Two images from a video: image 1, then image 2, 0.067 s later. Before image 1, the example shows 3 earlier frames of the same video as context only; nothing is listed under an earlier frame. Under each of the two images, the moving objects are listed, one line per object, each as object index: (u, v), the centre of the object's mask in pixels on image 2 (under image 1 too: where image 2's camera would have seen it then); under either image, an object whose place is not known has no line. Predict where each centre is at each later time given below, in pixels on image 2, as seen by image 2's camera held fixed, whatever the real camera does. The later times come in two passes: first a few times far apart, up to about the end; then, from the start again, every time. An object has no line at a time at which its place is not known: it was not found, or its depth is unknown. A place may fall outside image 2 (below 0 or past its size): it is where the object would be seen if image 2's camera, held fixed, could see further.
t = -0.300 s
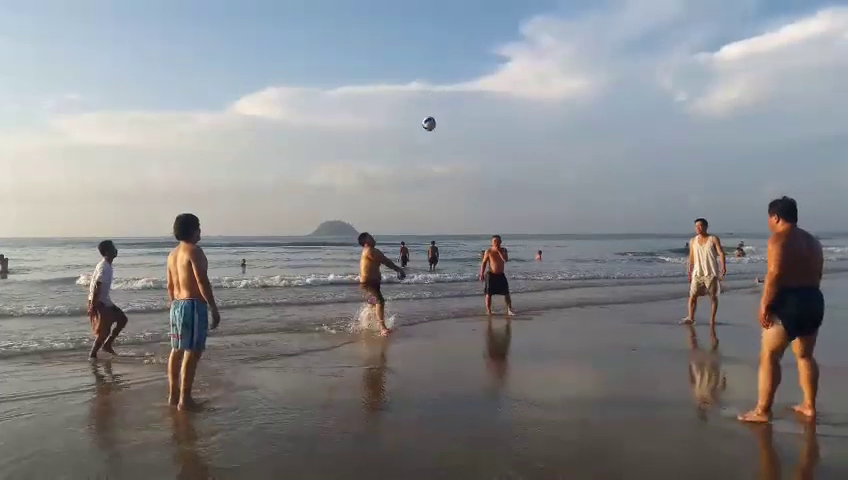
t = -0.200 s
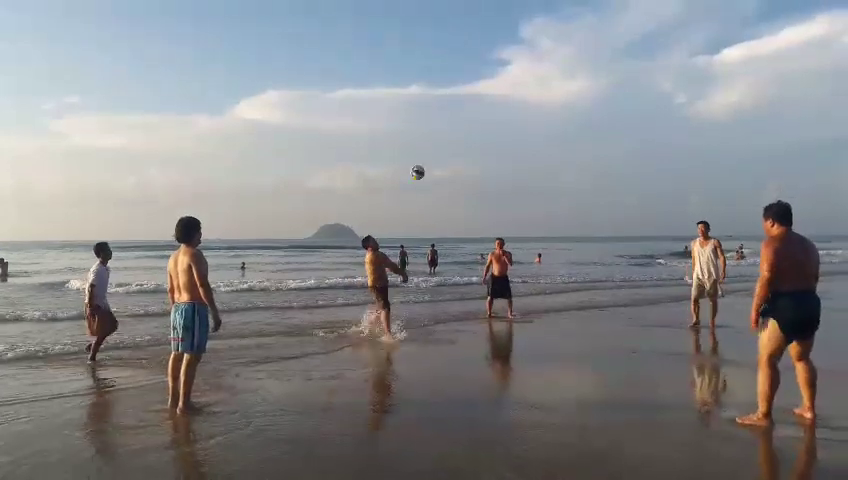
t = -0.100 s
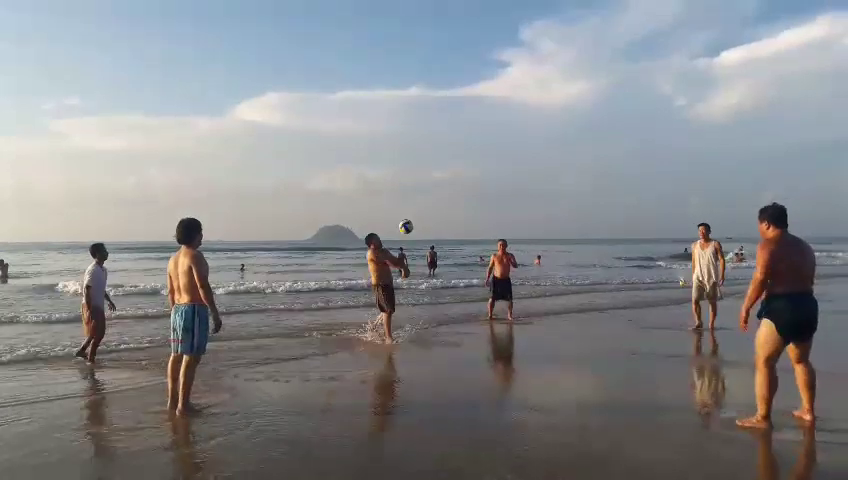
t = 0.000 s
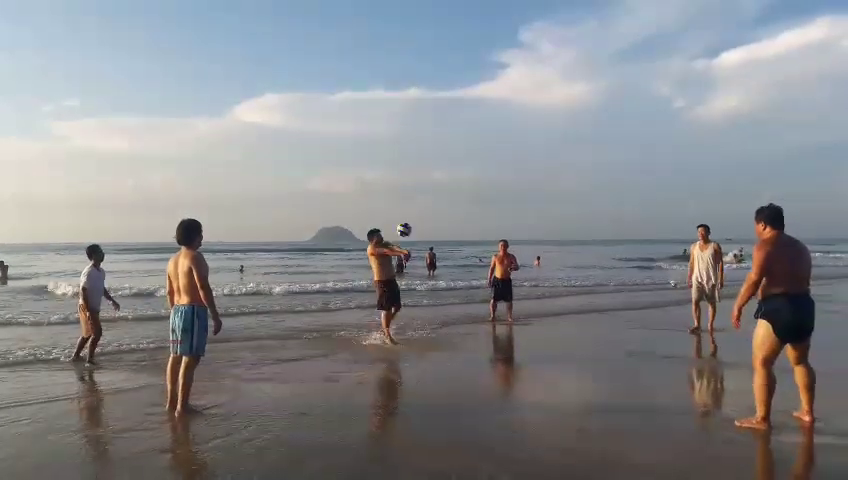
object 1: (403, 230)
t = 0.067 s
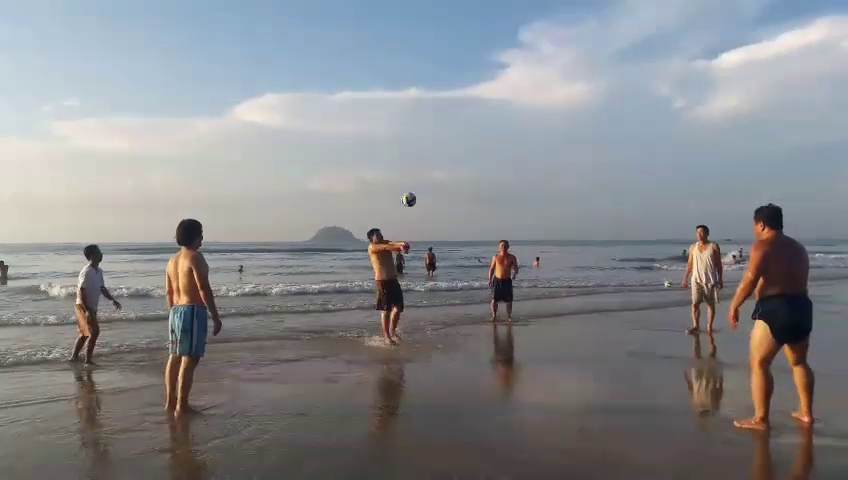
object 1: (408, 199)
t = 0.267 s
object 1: (425, 121)
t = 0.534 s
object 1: (454, 48)
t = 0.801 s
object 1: (490, 26)
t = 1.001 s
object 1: (519, 56)
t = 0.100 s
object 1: (411, 185)
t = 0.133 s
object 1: (414, 172)
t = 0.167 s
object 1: (416, 158)
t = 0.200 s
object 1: (419, 145)
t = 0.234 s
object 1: (422, 133)
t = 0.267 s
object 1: (425, 121)
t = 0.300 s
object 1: (428, 110)
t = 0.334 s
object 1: (432, 99)
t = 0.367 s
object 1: (435, 89)
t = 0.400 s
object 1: (439, 79)
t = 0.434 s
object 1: (442, 70)
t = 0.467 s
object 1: (446, 62)
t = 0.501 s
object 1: (450, 55)
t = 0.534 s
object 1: (454, 48)
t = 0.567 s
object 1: (459, 41)
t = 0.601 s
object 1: (462, 37)
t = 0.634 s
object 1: (466, 33)
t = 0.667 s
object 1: (471, 30)
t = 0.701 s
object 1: (475, 27)
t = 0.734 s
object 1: (480, 25)
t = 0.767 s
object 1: (485, 25)
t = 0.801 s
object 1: (490, 26)
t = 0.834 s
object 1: (494, 28)
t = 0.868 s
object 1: (499, 31)
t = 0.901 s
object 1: (504, 35)
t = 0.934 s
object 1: (509, 41)
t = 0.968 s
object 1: (514, 48)
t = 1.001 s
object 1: (519, 56)
